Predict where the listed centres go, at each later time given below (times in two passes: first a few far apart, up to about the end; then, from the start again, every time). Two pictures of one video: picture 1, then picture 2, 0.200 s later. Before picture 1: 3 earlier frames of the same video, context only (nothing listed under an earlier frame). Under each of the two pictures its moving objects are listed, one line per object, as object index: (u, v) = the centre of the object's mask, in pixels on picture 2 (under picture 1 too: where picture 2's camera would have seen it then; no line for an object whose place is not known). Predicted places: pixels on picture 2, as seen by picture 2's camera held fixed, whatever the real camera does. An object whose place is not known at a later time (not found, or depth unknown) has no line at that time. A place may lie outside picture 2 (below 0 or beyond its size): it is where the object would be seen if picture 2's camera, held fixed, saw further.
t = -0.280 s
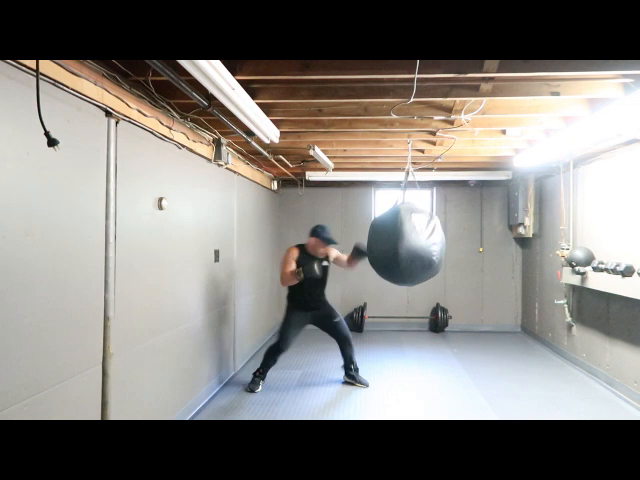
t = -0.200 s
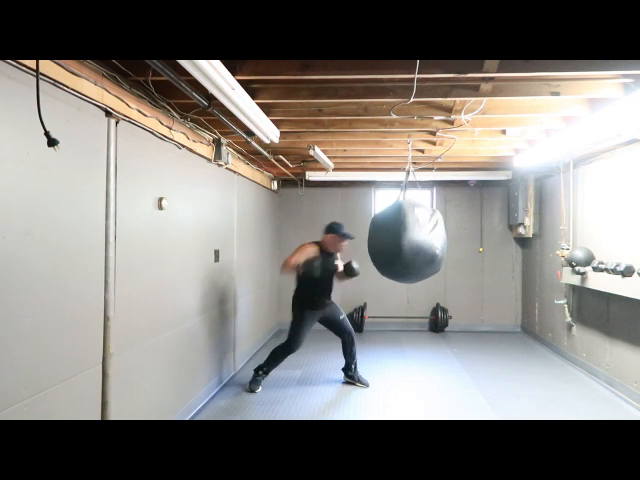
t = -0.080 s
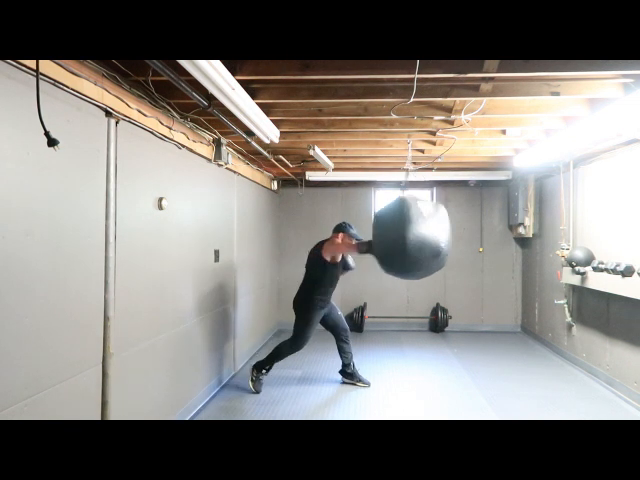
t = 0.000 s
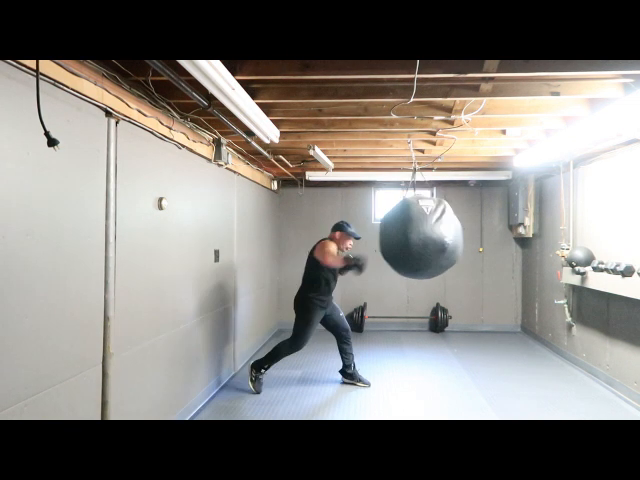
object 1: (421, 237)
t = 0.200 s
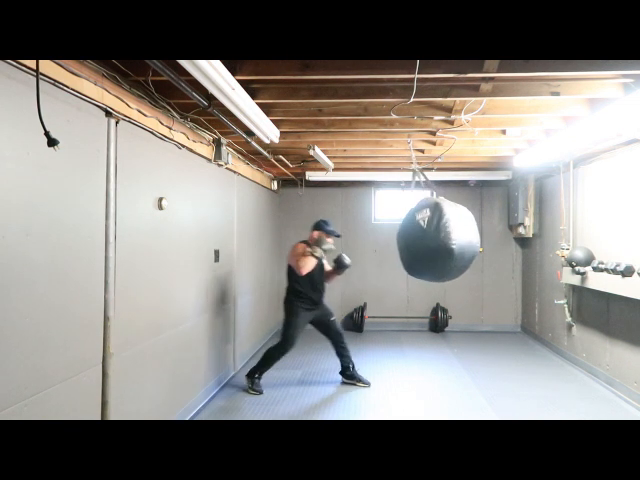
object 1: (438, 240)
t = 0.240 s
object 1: (440, 241)
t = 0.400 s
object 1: (441, 244)
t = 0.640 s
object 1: (430, 243)
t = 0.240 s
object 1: (440, 241)
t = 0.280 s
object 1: (441, 241)
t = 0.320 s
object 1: (442, 242)
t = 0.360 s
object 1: (441, 243)
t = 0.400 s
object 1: (441, 244)
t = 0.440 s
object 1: (440, 245)
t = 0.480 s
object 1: (439, 244)
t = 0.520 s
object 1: (437, 244)
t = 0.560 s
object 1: (435, 244)
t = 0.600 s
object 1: (433, 243)
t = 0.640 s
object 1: (430, 243)
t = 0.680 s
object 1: (427, 242)
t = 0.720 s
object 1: (423, 241)
